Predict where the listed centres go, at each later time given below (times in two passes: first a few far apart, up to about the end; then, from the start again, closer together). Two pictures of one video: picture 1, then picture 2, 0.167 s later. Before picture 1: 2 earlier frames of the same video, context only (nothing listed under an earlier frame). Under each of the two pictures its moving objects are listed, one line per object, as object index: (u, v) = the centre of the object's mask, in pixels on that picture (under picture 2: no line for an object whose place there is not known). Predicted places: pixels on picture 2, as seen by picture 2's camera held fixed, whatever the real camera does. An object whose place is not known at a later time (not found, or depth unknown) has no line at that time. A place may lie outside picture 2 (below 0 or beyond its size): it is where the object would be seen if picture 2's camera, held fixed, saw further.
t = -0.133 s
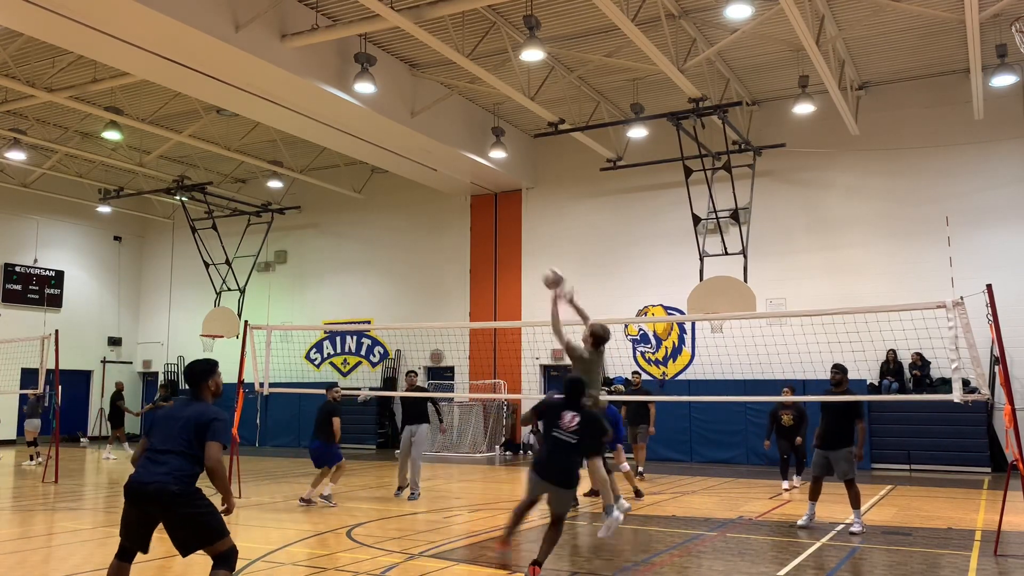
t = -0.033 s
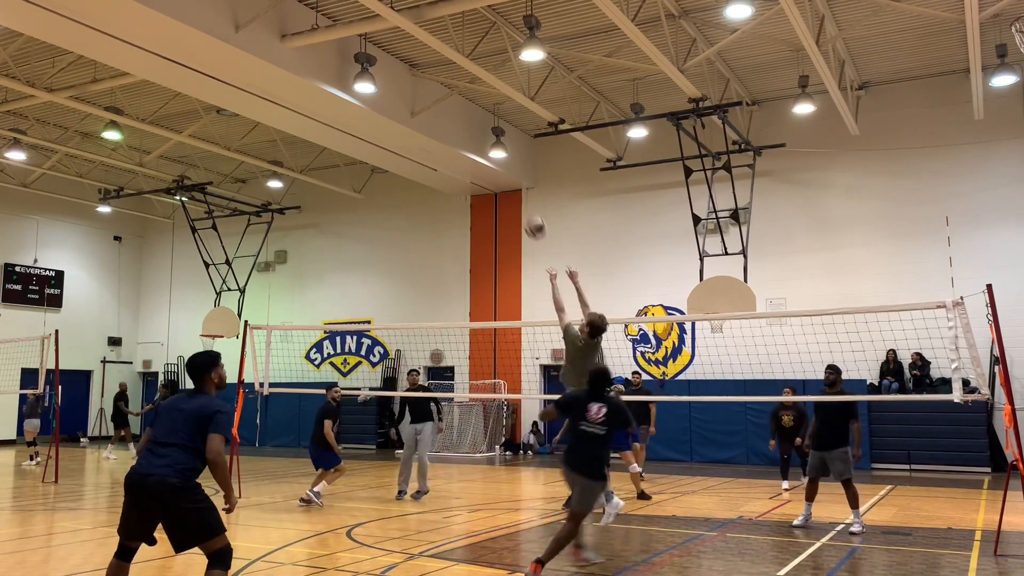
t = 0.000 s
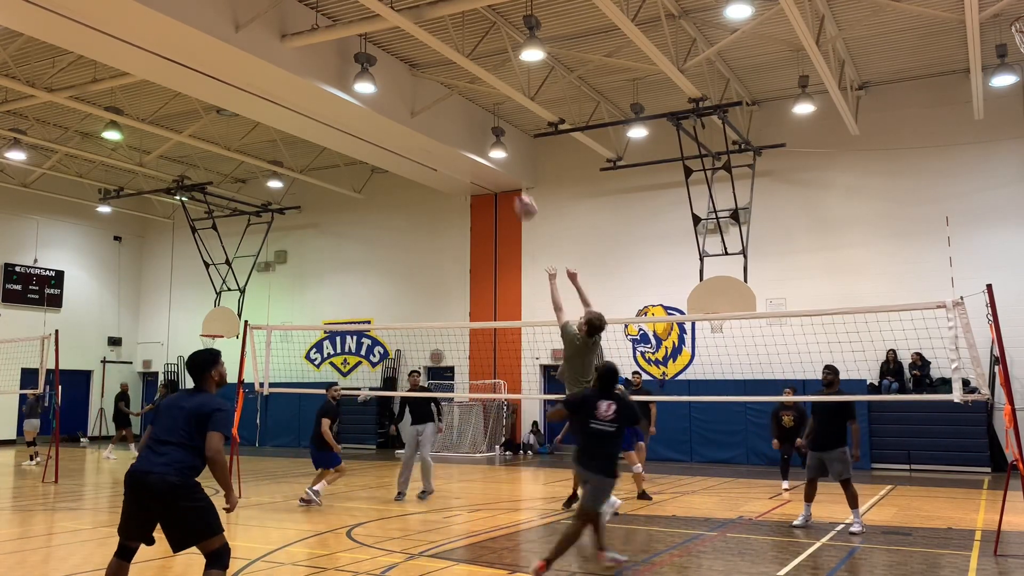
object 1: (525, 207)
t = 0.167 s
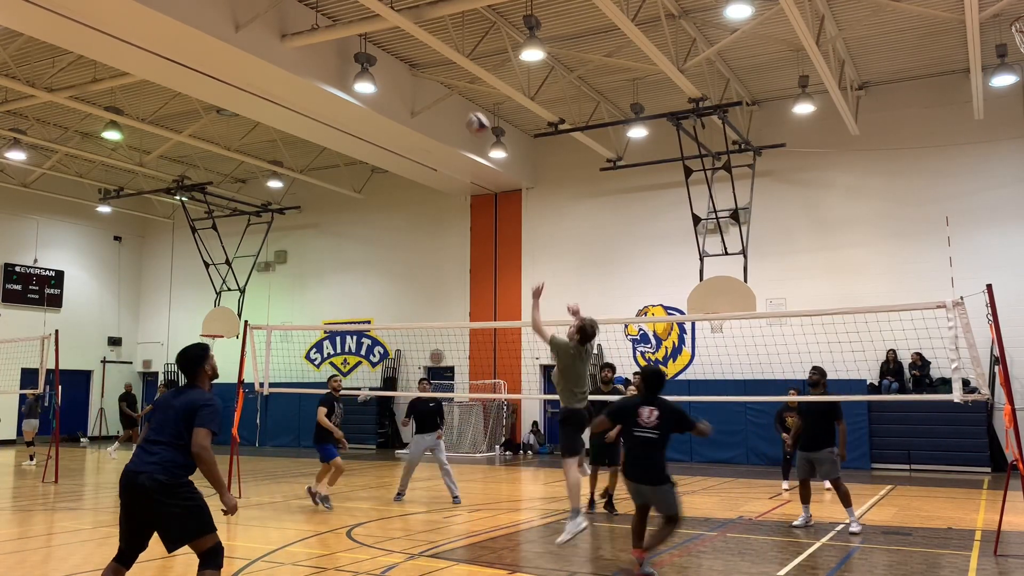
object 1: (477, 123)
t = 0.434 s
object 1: (401, 47)
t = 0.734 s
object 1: (314, 48)
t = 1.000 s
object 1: (232, 126)
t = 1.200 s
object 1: (167, 236)
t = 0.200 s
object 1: (469, 110)
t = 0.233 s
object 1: (459, 99)
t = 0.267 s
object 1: (449, 87)
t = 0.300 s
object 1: (440, 76)
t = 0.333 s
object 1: (430, 67)
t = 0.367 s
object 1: (420, 60)
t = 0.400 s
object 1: (411, 54)
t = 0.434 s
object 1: (401, 47)
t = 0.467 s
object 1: (393, 43)
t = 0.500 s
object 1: (383, 40)
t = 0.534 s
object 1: (372, 37)
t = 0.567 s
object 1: (363, 36)
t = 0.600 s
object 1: (353, 36)
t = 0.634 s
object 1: (344, 37)
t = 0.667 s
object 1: (333, 39)
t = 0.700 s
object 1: (323, 43)
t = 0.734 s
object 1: (314, 48)
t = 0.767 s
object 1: (304, 53)
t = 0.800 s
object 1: (293, 60)
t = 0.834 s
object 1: (284, 68)
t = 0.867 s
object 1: (274, 78)
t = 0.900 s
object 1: (262, 88)
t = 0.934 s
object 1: (252, 100)
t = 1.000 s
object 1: (232, 126)
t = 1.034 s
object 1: (222, 140)
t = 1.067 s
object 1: (211, 158)
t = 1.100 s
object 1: (200, 175)
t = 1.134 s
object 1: (189, 194)
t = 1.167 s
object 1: (179, 215)
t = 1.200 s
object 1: (167, 236)
